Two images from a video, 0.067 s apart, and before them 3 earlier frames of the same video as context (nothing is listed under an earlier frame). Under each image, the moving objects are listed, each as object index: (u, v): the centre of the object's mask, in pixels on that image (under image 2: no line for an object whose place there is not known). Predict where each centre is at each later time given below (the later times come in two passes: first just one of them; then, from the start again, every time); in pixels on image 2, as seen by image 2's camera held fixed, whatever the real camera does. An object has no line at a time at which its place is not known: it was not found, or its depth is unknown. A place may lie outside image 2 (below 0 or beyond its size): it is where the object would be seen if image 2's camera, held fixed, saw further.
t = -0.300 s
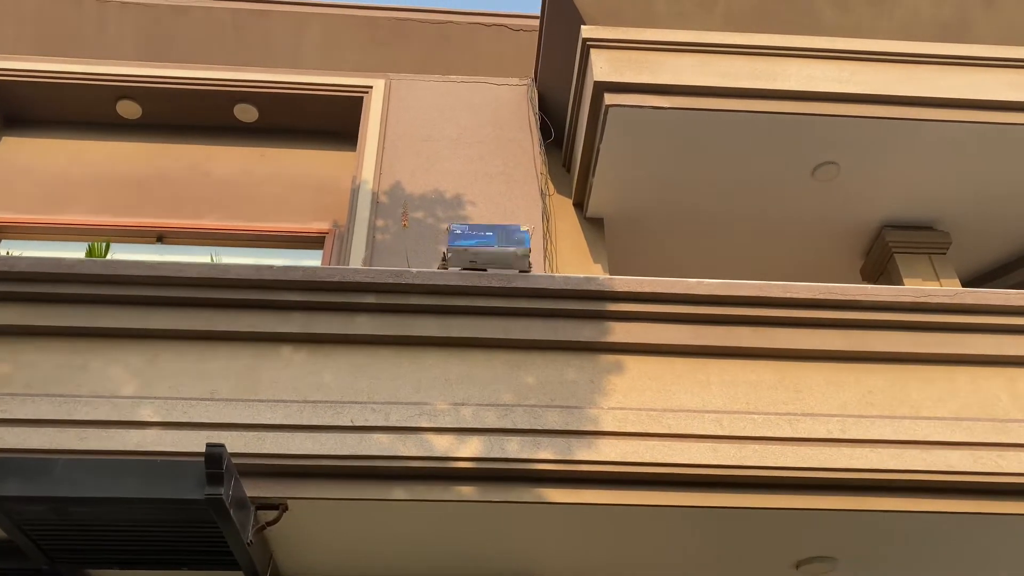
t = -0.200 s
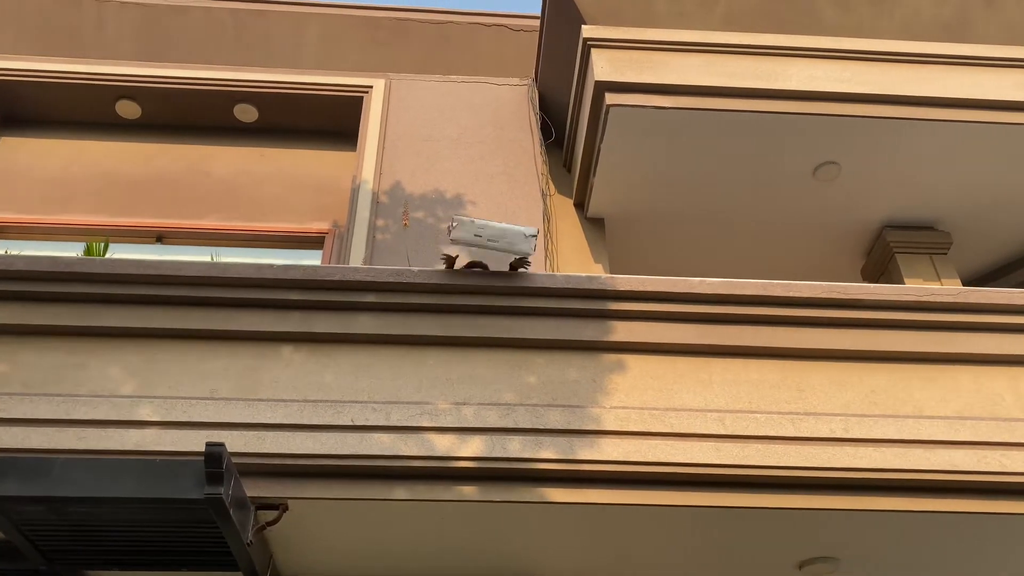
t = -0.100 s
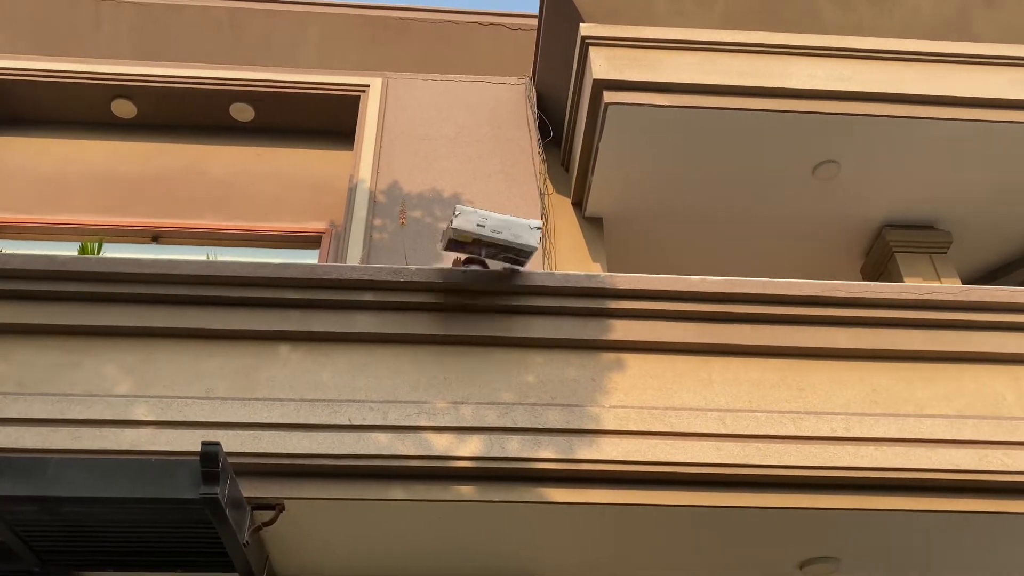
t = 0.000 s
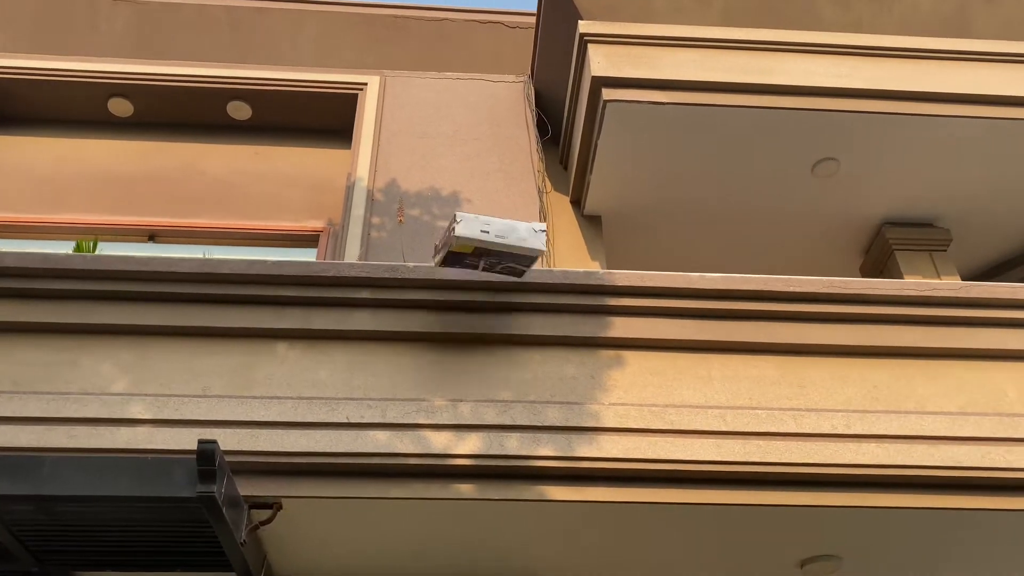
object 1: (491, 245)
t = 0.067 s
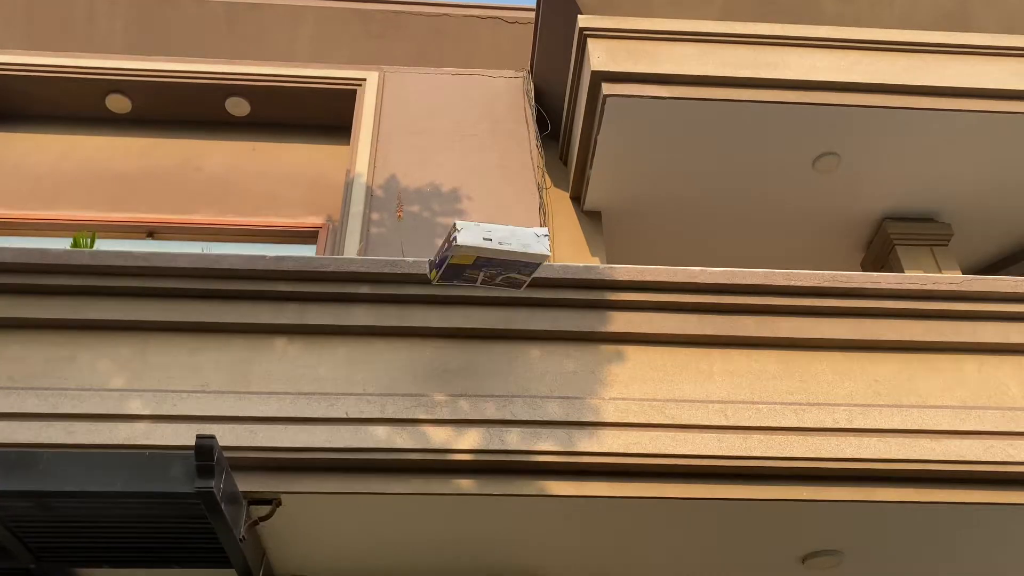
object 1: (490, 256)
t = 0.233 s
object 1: (482, 326)
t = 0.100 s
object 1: (489, 266)
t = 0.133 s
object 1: (488, 278)
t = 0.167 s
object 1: (486, 292)
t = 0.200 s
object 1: (484, 308)
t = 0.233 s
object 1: (482, 326)
